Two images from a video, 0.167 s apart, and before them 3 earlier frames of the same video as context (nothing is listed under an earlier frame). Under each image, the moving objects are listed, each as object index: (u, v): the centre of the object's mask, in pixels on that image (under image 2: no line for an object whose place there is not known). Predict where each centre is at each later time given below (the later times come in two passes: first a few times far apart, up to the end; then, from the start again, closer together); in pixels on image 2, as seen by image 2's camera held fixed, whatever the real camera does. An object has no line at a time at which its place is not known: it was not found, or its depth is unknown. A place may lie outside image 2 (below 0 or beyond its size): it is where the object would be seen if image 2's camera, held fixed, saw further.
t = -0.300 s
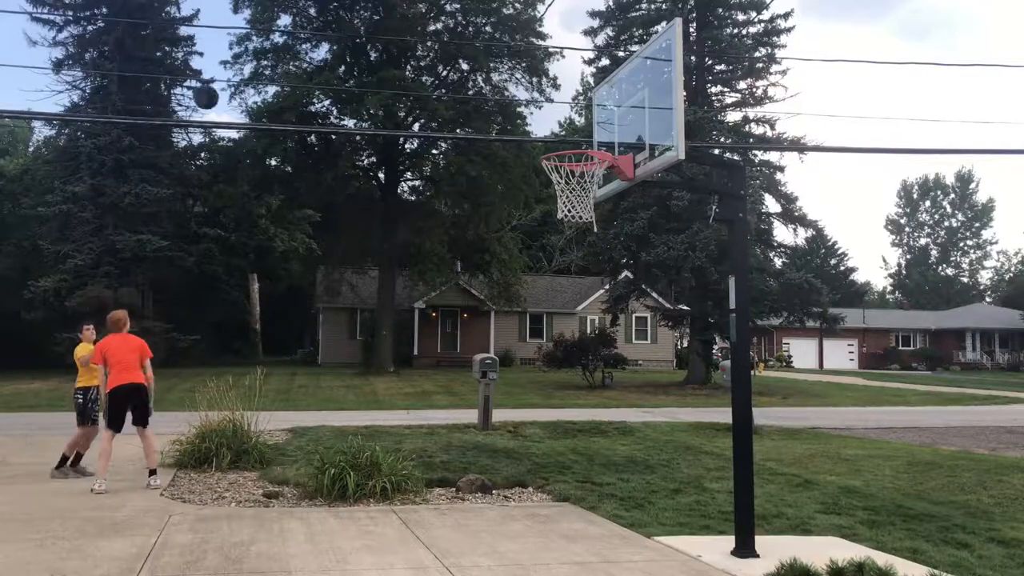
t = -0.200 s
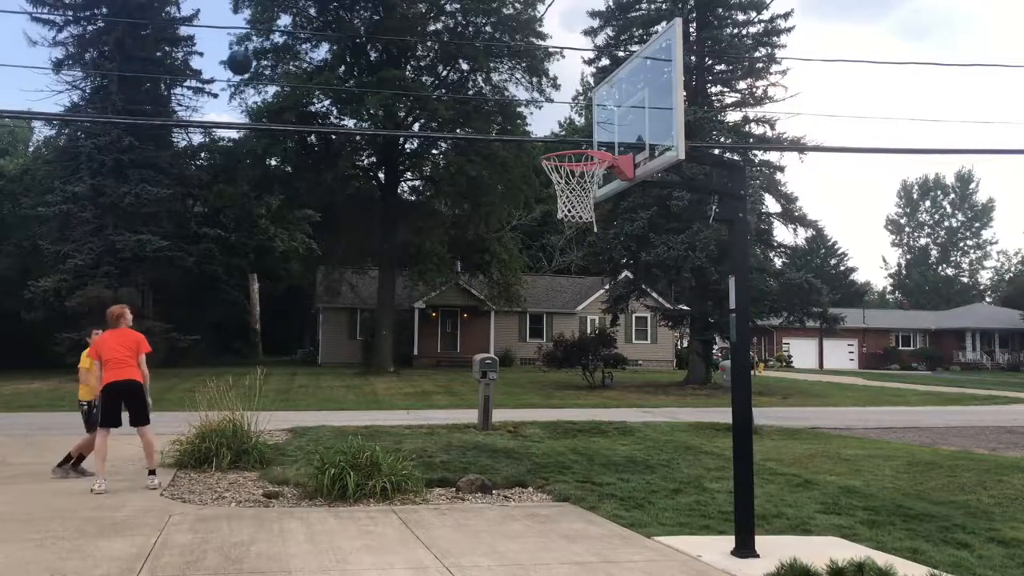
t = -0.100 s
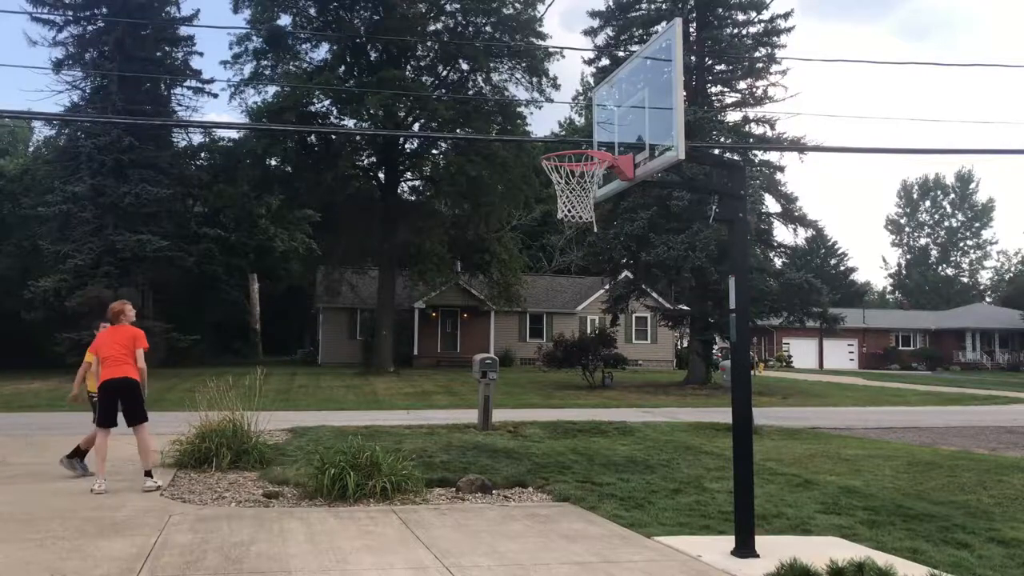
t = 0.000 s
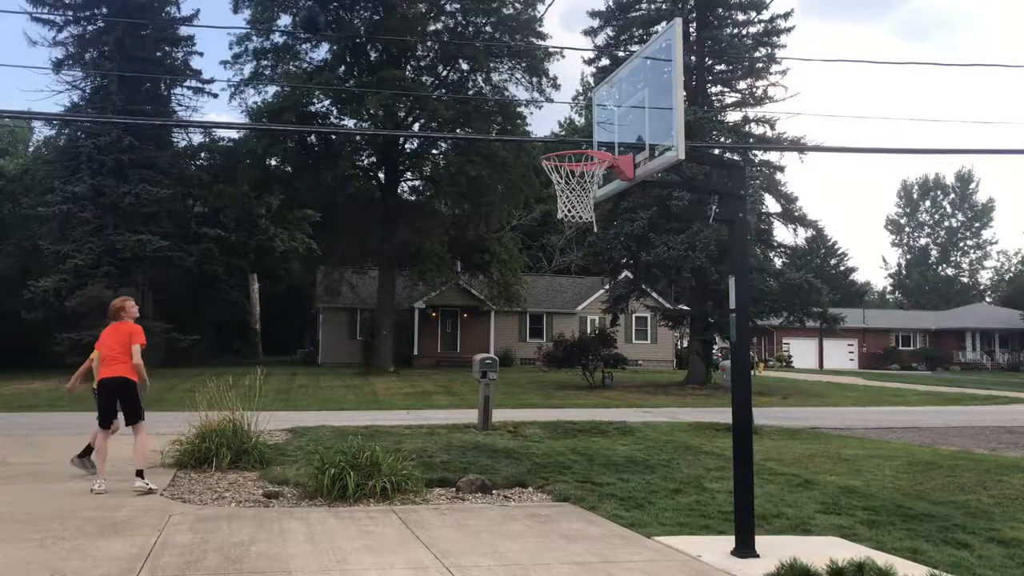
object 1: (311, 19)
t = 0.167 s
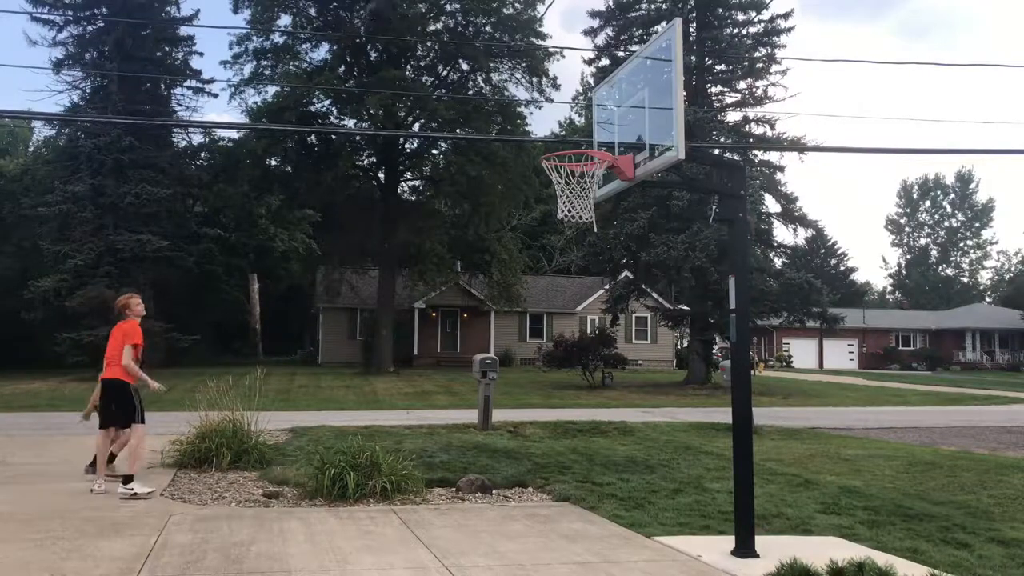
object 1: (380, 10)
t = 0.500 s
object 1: (538, 117)
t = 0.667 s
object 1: (582, 139)
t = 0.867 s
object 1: (533, 128)
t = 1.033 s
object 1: (502, 149)
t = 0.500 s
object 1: (538, 117)
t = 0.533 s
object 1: (555, 135)
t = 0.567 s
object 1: (578, 140)
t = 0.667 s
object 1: (582, 139)
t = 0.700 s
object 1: (572, 138)
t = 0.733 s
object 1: (558, 138)
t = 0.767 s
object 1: (550, 135)
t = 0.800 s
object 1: (545, 131)
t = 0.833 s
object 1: (538, 128)
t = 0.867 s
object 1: (533, 128)
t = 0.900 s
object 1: (527, 129)
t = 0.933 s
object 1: (521, 132)
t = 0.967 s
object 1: (515, 134)
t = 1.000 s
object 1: (505, 141)
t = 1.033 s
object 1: (502, 149)
